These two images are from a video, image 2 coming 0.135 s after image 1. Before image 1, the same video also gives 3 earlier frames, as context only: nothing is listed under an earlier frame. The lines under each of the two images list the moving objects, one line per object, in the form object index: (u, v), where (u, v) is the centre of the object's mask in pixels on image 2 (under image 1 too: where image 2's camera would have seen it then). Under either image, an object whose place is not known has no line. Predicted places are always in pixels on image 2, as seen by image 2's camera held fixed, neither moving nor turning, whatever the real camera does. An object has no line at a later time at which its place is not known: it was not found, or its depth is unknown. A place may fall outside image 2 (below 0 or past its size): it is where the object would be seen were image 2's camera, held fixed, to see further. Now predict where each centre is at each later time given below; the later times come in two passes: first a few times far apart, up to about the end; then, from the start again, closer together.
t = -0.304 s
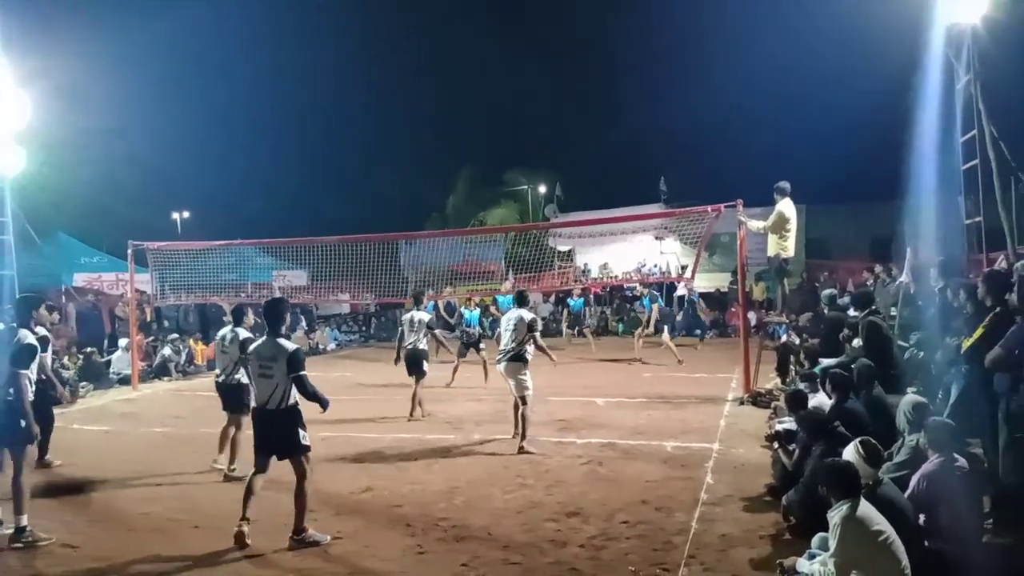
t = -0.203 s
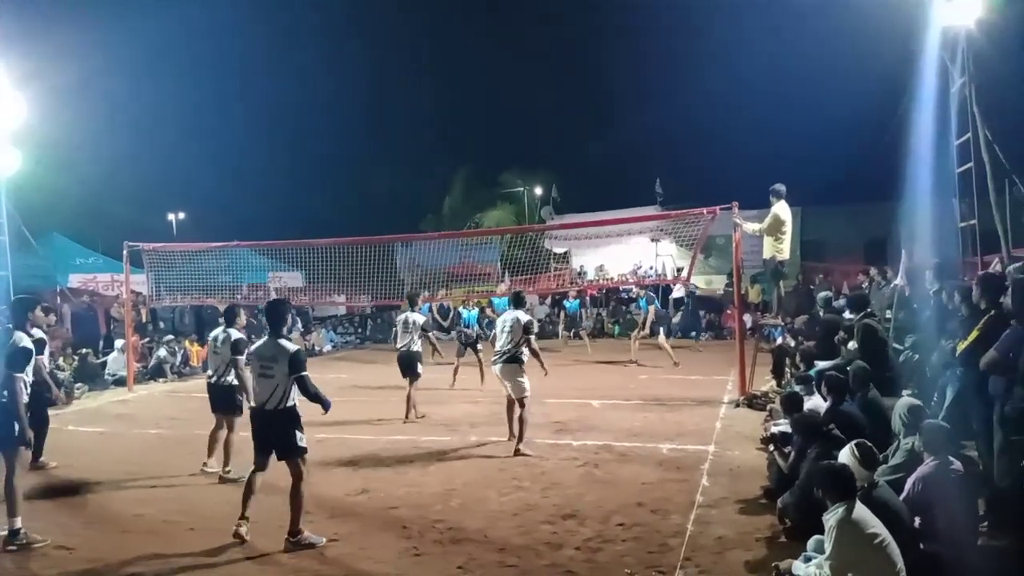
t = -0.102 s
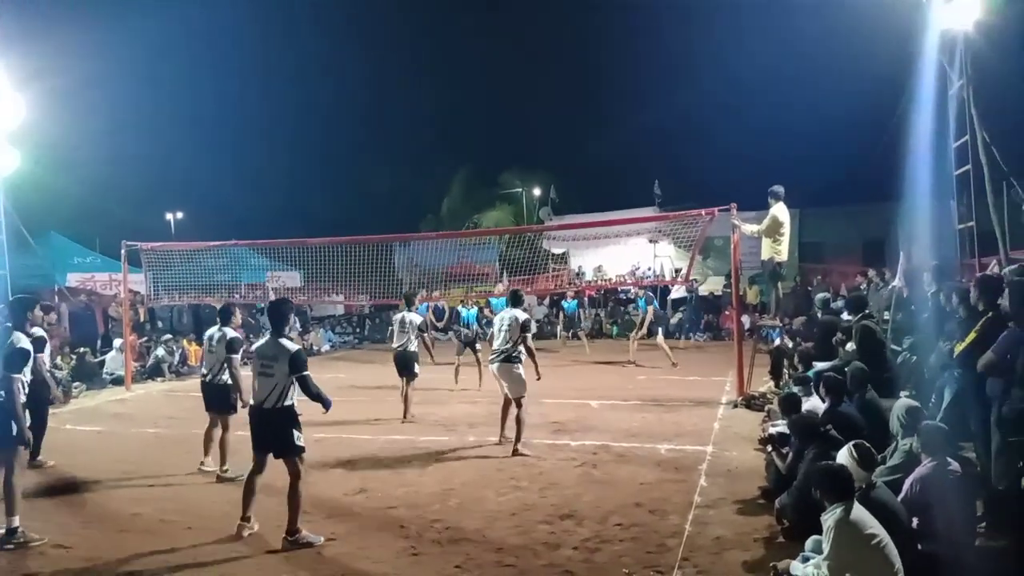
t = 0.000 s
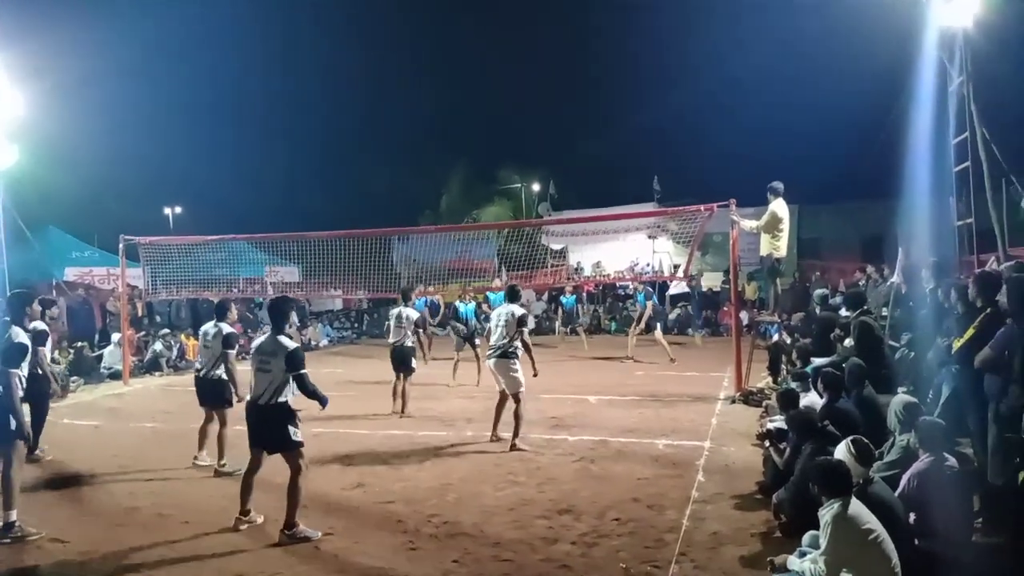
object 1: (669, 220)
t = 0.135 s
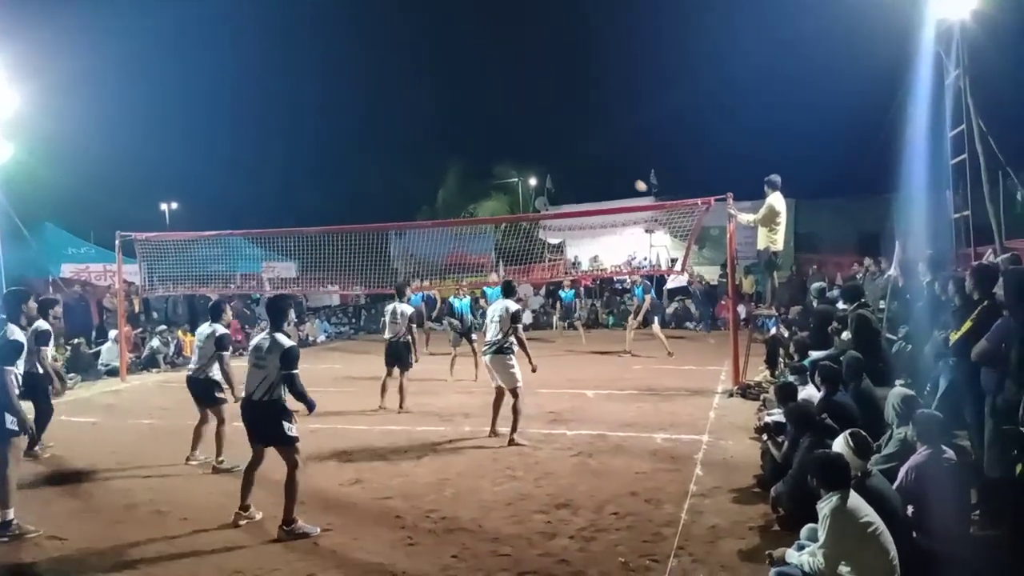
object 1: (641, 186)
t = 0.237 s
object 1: (616, 164)
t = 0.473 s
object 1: (548, 125)
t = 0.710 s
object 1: (463, 116)
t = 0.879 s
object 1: (388, 136)
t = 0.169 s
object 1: (633, 178)
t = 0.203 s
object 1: (625, 171)
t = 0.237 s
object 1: (616, 164)
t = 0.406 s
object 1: (569, 134)
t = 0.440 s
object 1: (559, 129)
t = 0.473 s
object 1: (548, 125)
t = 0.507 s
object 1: (537, 122)
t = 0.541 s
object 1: (526, 119)
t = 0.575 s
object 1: (514, 117)
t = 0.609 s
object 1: (502, 116)
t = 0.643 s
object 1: (490, 115)
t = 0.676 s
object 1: (477, 115)
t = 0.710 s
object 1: (463, 116)
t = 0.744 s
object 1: (449, 118)
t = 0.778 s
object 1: (435, 121)
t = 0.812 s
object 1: (420, 125)
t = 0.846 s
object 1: (404, 130)
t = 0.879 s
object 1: (388, 136)
